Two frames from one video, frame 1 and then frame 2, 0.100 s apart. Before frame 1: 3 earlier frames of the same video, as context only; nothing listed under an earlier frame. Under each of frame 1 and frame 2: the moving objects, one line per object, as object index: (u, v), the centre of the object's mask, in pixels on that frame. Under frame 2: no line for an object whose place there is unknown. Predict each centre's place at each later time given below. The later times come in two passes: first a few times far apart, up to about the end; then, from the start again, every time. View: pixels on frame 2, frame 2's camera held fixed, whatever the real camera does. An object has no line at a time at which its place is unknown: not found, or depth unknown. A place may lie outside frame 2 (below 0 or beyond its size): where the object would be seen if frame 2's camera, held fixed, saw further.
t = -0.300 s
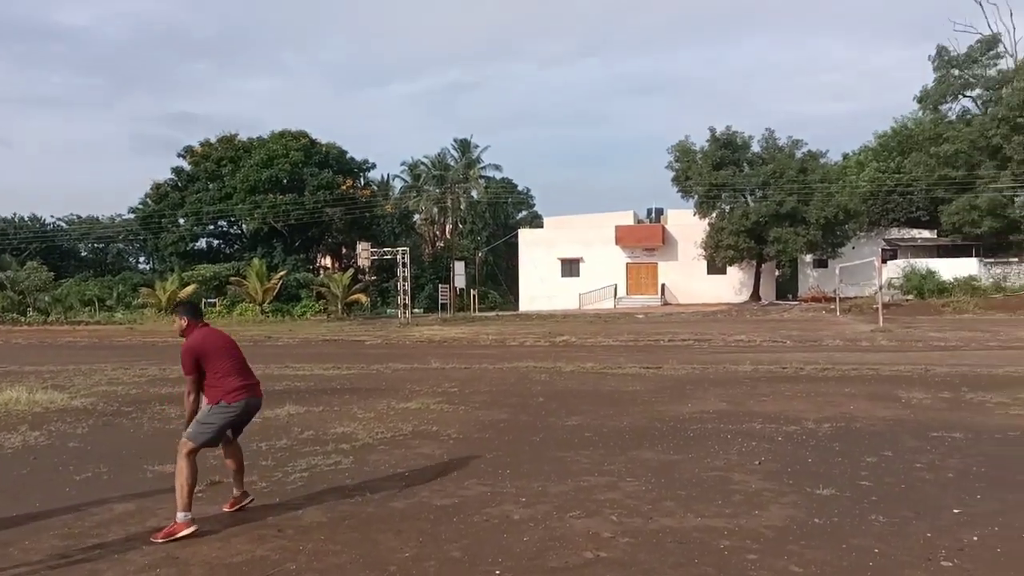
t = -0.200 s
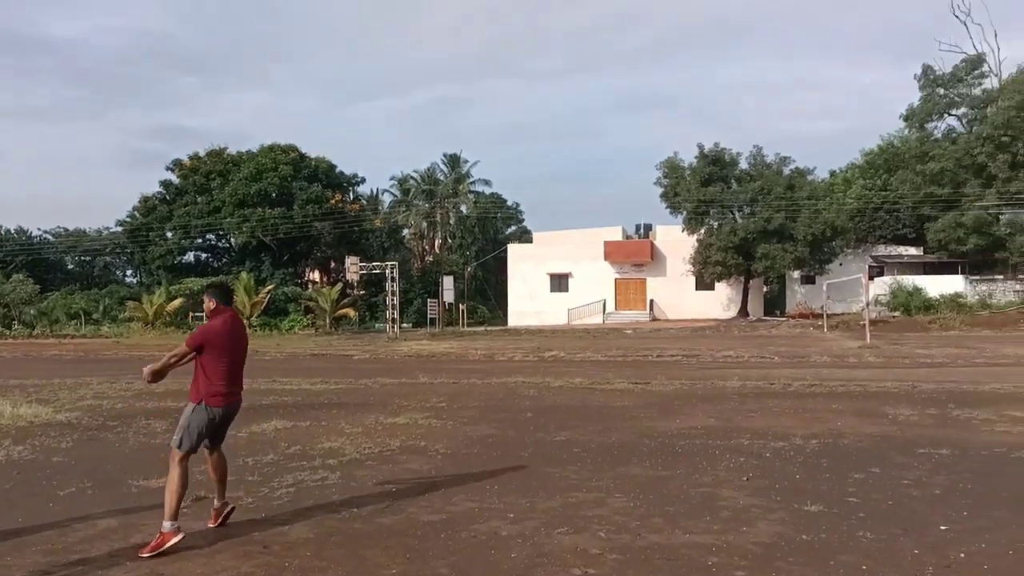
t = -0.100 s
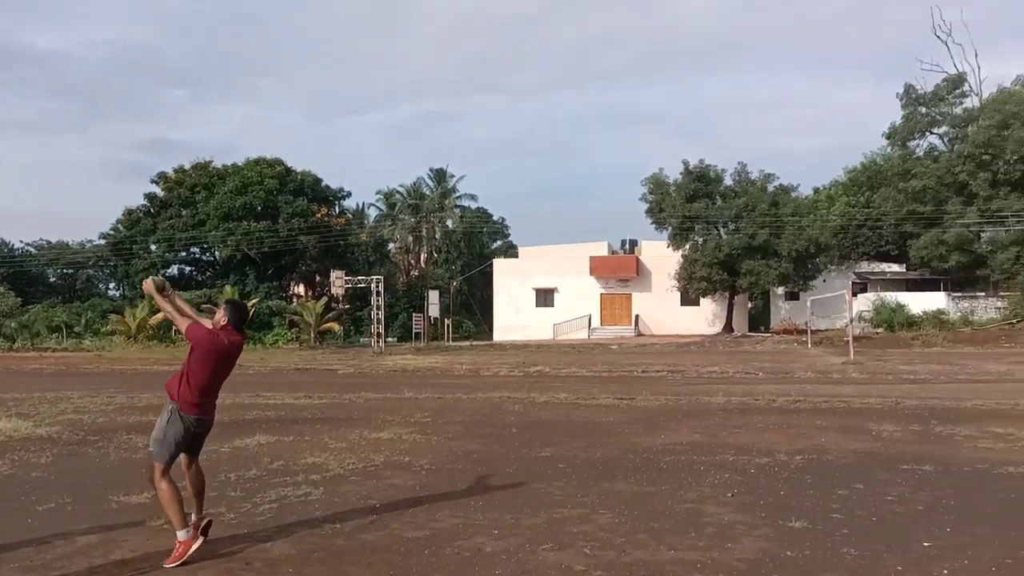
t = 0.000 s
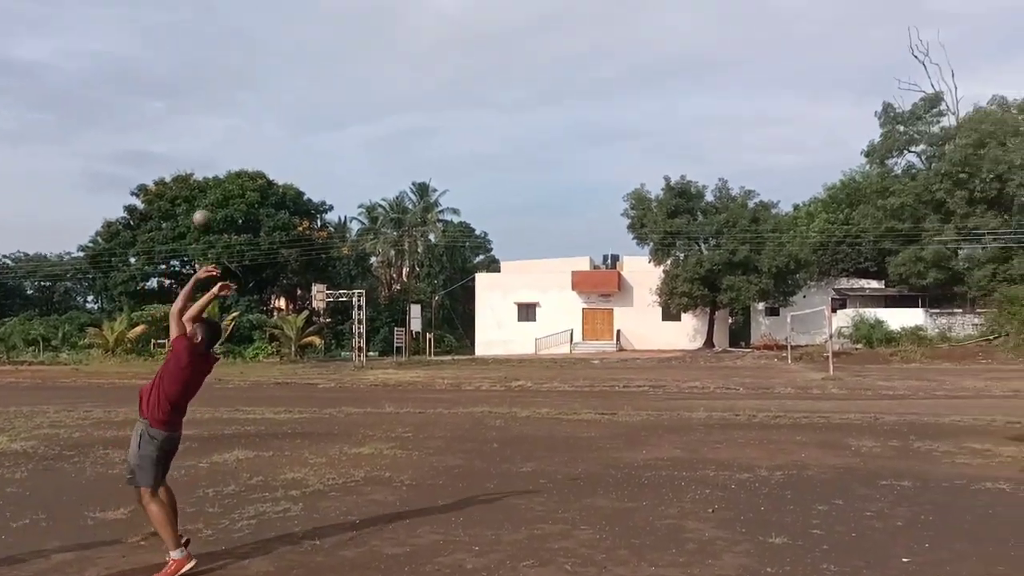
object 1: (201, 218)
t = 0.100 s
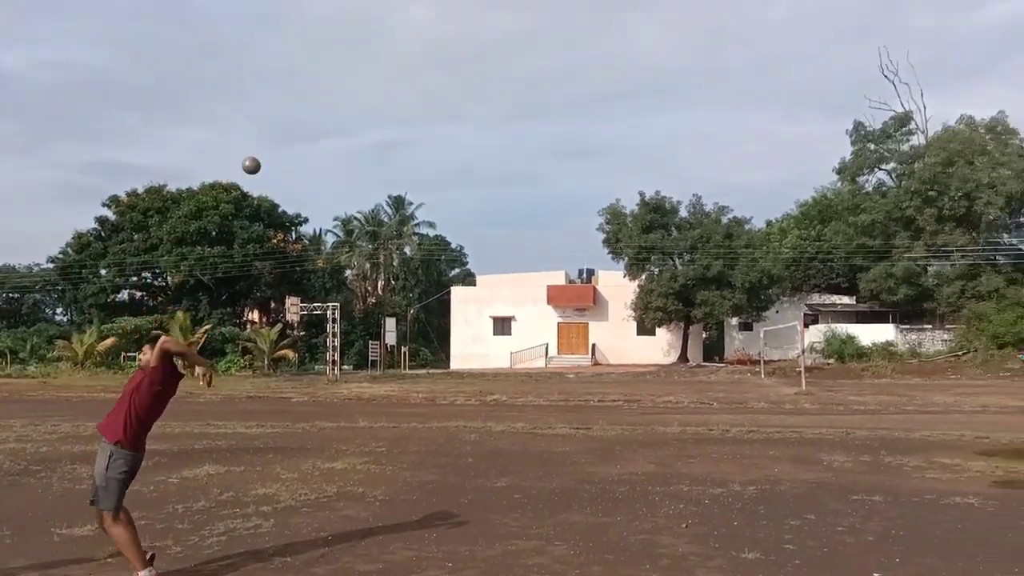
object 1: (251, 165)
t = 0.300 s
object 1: (407, 73)
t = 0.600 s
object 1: (662, 37)
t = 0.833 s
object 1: (882, 111)
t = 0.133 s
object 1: (276, 146)
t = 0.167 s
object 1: (302, 129)
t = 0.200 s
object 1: (328, 113)
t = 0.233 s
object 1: (354, 98)
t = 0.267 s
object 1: (381, 85)
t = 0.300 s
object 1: (407, 73)
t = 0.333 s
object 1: (434, 63)
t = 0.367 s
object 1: (462, 54)
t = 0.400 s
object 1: (489, 47)
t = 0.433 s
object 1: (517, 41)
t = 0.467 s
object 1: (545, 37)
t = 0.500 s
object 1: (573, 35)
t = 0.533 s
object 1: (603, 34)
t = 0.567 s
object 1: (632, 35)
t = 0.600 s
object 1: (662, 37)
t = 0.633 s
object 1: (692, 42)
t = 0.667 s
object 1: (723, 49)
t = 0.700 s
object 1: (754, 57)
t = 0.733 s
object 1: (785, 67)
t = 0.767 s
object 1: (817, 80)
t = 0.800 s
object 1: (850, 94)
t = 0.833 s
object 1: (882, 111)
